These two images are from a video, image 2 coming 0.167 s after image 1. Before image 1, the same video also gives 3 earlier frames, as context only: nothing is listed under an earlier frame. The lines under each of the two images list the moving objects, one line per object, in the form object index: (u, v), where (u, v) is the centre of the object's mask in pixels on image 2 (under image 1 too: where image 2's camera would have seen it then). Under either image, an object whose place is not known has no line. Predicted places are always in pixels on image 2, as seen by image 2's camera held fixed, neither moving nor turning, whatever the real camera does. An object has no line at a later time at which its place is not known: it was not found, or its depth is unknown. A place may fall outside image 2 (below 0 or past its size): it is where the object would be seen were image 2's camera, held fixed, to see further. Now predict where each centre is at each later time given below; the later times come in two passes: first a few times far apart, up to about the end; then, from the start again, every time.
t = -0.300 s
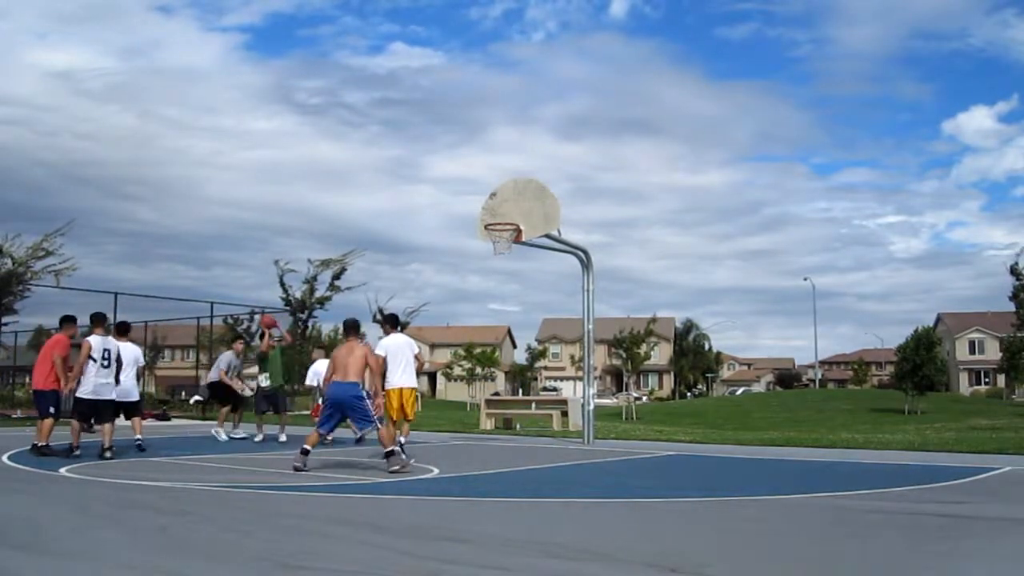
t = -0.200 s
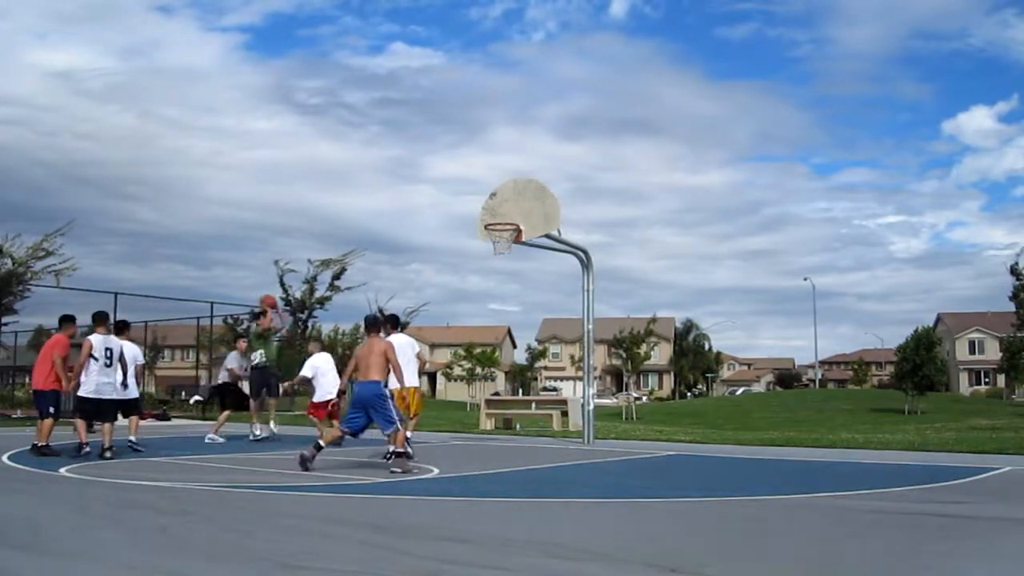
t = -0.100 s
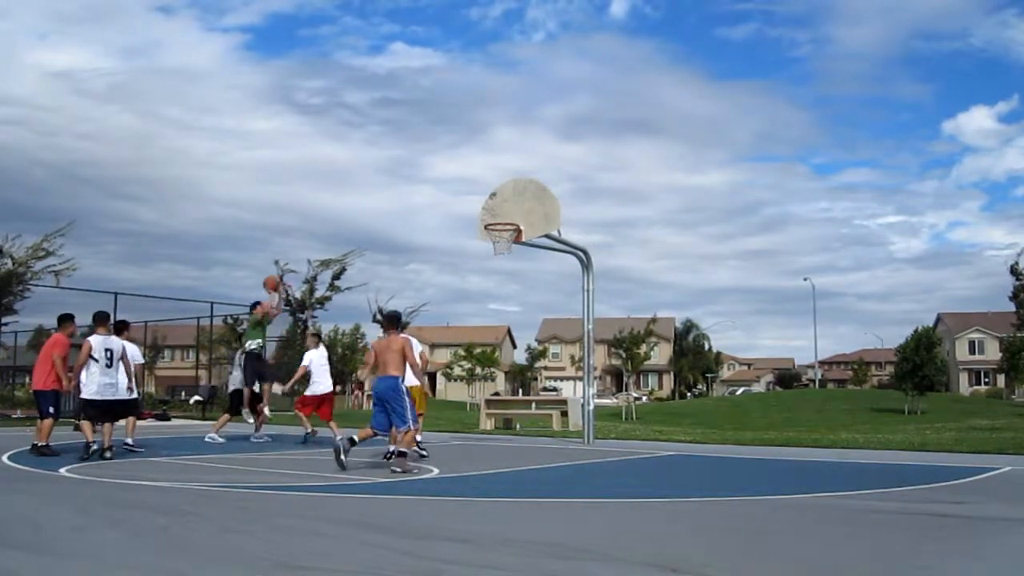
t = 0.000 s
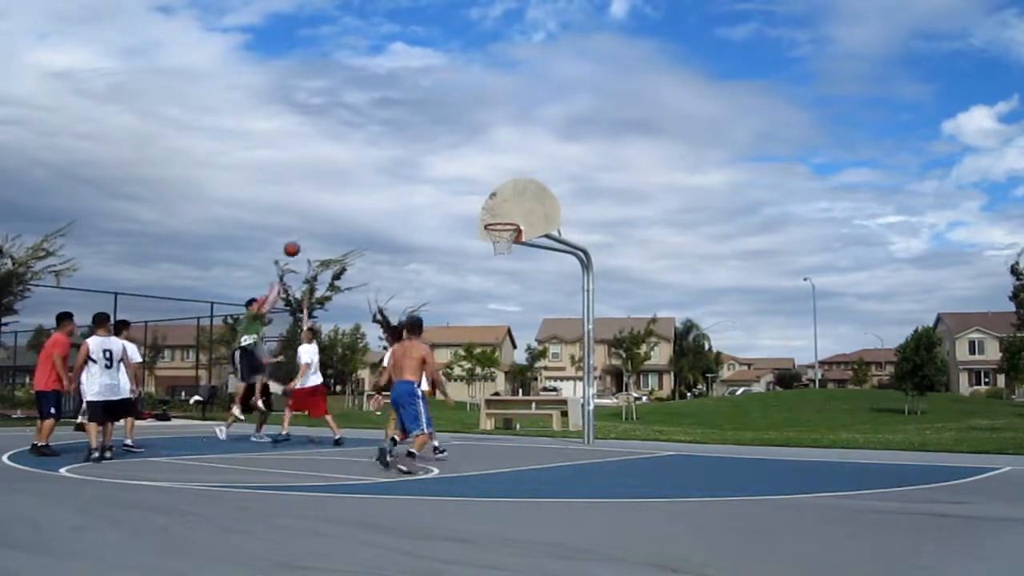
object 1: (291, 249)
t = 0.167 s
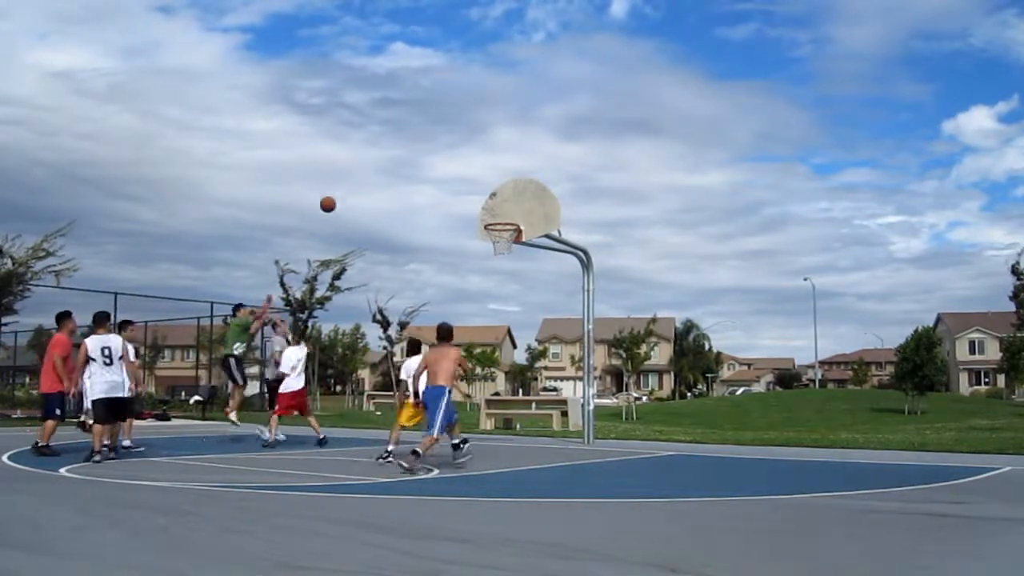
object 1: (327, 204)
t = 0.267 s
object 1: (349, 186)
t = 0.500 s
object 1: (400, 170)
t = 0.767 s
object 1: (460, 197)
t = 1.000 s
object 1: (473, 192)
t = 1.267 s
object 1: (456, 176)
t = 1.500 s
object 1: (442, 204)
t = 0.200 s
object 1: (334, 197)
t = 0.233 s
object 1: (342, 191)
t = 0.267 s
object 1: (349, 186)
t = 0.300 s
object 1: (356, 182)
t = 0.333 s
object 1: (363, 178)
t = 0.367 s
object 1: (370, 174)
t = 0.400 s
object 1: (378, 172)
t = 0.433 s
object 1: (385, 171)
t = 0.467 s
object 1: (392, 170)
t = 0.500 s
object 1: (400, 170)
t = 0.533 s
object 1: (407, 170)
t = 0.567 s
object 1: (414, 172)
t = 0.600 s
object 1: (422, 174)
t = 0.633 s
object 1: (430, 177)
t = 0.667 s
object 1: (437, 181)
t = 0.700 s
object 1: (444, 186)
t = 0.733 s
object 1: (452, 191)
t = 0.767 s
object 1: (460, 197)
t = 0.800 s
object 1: (467, 204)
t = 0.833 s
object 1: (475, 212)
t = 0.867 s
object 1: (481, 219)
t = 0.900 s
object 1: (479, 211)
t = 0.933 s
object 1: (477, 204)
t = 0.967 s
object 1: (475, 198)
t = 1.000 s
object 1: (473, 192)
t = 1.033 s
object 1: (471, 188)
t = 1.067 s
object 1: (469, 184)
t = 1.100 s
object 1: (467, 180)
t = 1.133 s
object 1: (464, 178)
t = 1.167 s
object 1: (462, 177)
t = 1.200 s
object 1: (460, 176)
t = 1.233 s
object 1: (458, 176)
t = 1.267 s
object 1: (456, 176)
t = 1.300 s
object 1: (454, 178)
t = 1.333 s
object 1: (452, 180)
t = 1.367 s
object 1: (450, 183)
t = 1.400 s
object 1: (448, 188)
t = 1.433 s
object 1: (446, 192)
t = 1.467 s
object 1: (444, 198)
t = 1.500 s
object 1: (442, 204)
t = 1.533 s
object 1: (440, 212)
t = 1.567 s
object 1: (438, 220)
